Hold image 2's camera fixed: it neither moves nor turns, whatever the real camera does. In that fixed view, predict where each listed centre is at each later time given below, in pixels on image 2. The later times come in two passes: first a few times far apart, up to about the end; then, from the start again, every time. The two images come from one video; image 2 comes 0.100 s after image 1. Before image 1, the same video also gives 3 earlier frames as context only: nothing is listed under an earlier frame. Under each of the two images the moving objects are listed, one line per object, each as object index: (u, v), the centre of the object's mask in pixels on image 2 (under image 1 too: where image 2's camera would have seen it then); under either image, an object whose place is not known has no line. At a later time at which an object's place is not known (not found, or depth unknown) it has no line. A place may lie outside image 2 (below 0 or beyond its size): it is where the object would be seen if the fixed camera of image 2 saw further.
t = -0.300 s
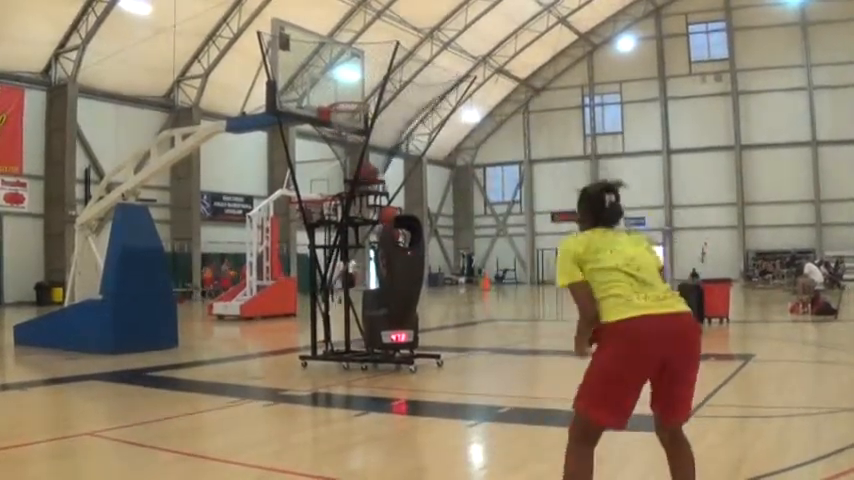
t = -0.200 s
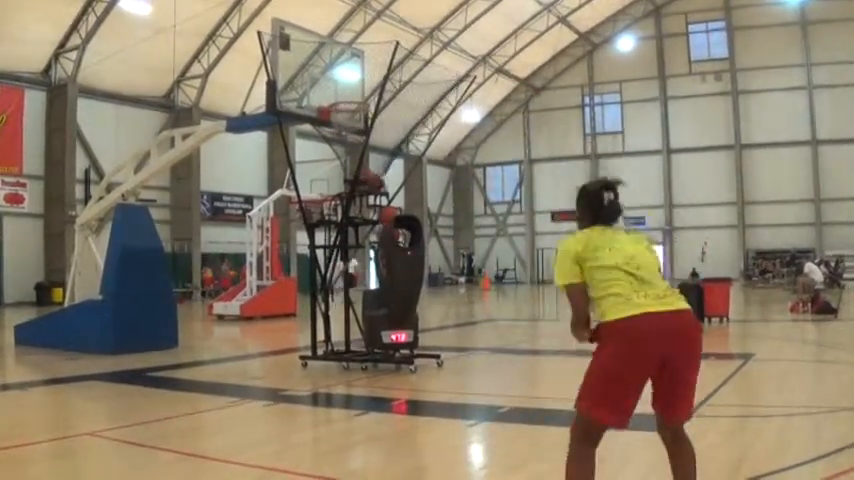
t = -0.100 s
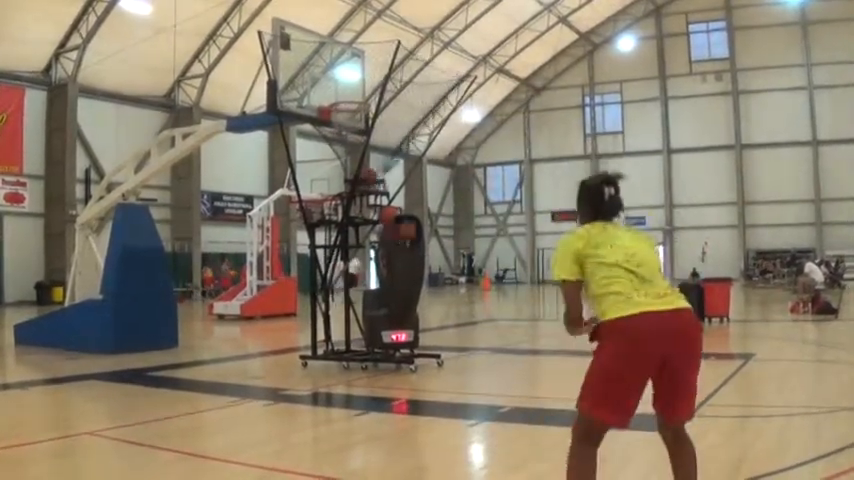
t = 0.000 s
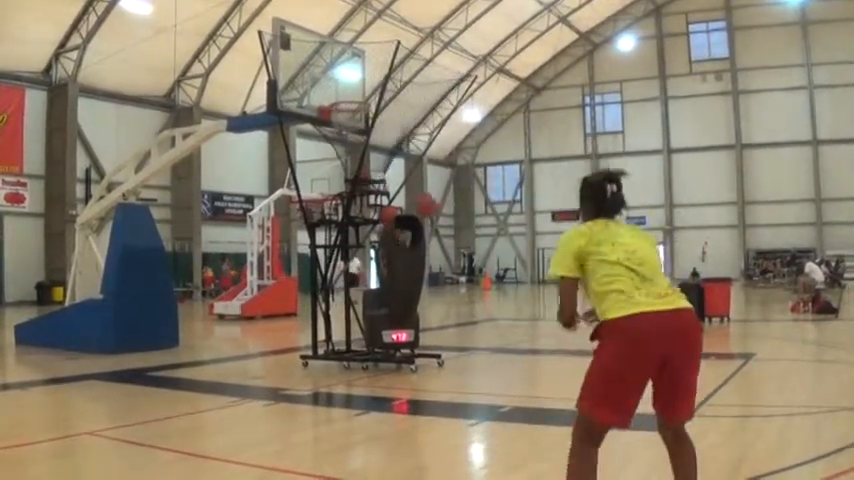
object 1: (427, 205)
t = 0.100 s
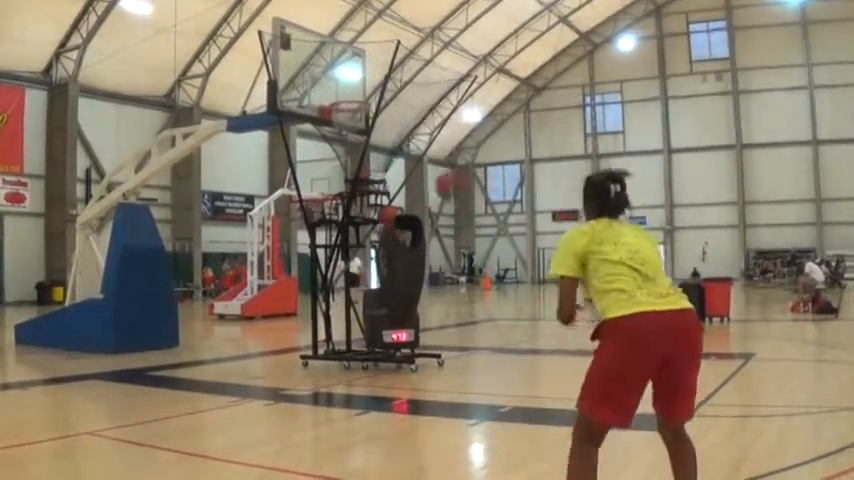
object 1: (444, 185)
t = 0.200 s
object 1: (477, 173)
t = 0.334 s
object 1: (531, 174)
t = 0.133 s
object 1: (458, 180)
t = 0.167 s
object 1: (467, 177)
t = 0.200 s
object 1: (477, 173)
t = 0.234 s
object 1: (487, 171)
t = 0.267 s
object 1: (502, 170)
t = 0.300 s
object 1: (517, 170)
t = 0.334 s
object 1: (531, 174)
